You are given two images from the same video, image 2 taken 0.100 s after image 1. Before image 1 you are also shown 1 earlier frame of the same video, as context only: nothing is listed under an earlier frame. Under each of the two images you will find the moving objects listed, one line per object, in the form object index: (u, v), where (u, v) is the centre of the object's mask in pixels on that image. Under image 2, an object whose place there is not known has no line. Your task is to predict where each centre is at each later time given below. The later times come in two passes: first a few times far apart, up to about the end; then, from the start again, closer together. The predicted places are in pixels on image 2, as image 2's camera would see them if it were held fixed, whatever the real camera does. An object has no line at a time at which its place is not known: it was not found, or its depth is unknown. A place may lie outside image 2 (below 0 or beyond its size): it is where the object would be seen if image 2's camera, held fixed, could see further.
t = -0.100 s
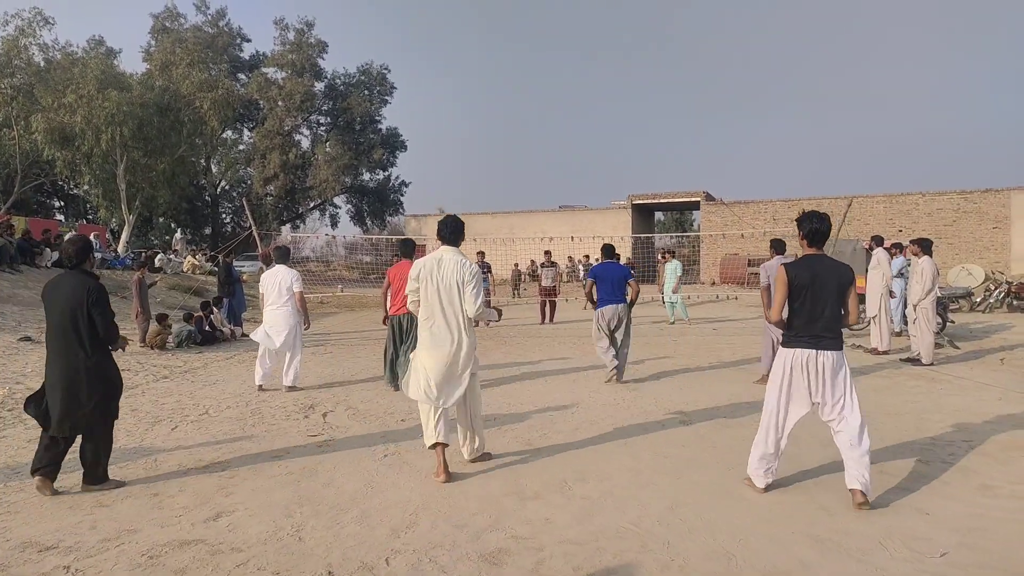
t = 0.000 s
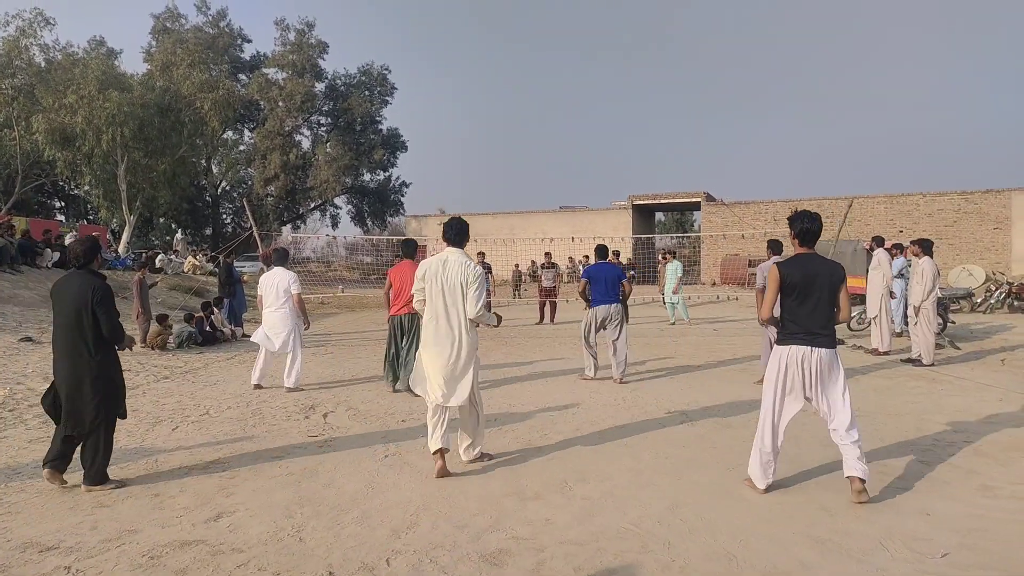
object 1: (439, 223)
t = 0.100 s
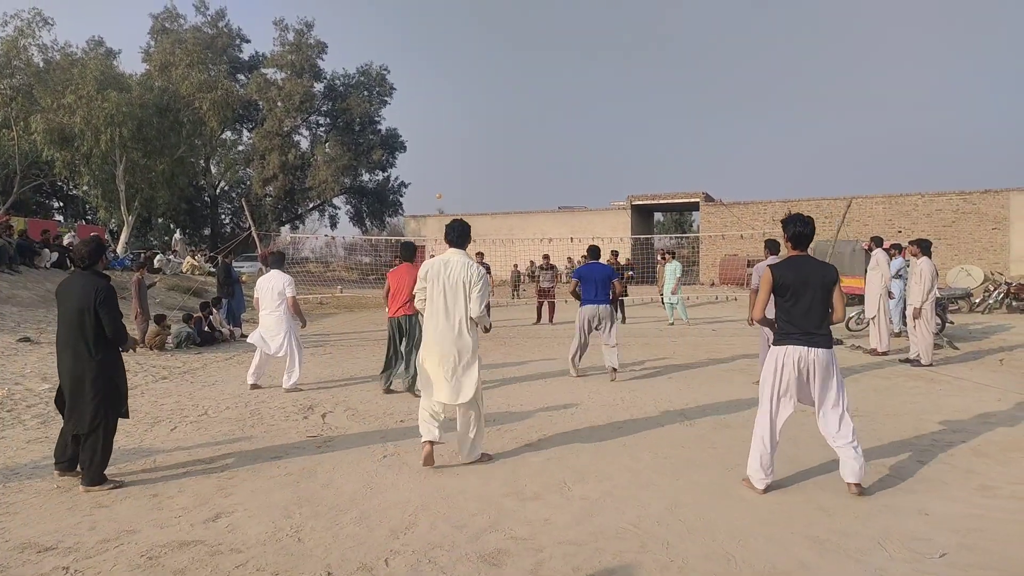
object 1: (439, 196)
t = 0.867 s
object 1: (446, 61)
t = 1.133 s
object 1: (457, 75)
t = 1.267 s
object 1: (465, 109)
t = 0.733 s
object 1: (444, 70)
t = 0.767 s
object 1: (444, 67)
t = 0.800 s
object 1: (445, 64)
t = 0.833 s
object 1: (446, 63)
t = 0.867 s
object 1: (446, 61)
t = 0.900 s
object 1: (448, 60)
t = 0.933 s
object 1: (448, 59)
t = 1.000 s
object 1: (450, 60)
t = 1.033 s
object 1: (452, 63)
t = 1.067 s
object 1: (453, 66)
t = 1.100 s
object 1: (455, 70)
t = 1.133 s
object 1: (457, 75)
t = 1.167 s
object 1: (459, 82)
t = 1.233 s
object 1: (463, 98)
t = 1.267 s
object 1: (465, 109)
